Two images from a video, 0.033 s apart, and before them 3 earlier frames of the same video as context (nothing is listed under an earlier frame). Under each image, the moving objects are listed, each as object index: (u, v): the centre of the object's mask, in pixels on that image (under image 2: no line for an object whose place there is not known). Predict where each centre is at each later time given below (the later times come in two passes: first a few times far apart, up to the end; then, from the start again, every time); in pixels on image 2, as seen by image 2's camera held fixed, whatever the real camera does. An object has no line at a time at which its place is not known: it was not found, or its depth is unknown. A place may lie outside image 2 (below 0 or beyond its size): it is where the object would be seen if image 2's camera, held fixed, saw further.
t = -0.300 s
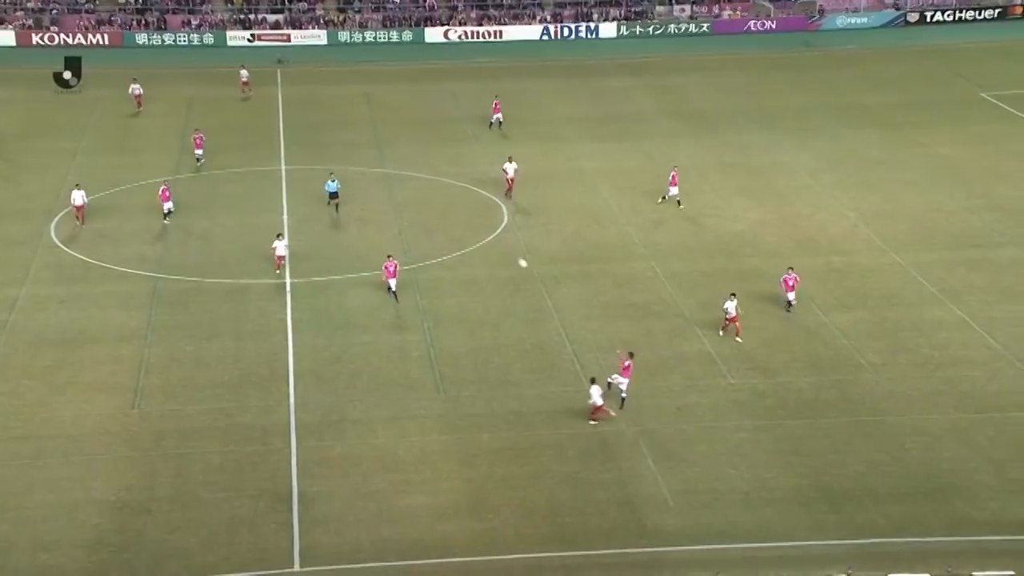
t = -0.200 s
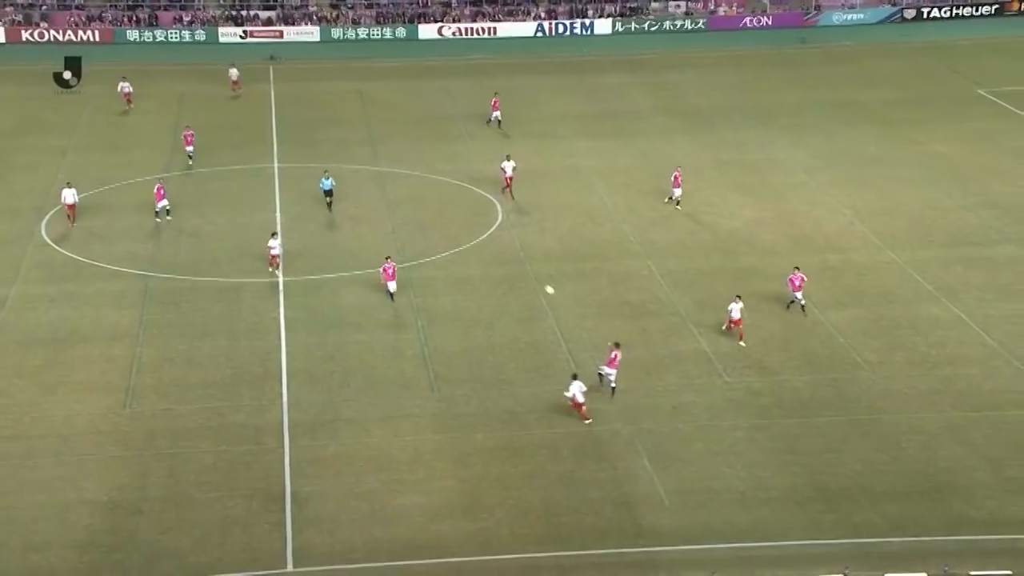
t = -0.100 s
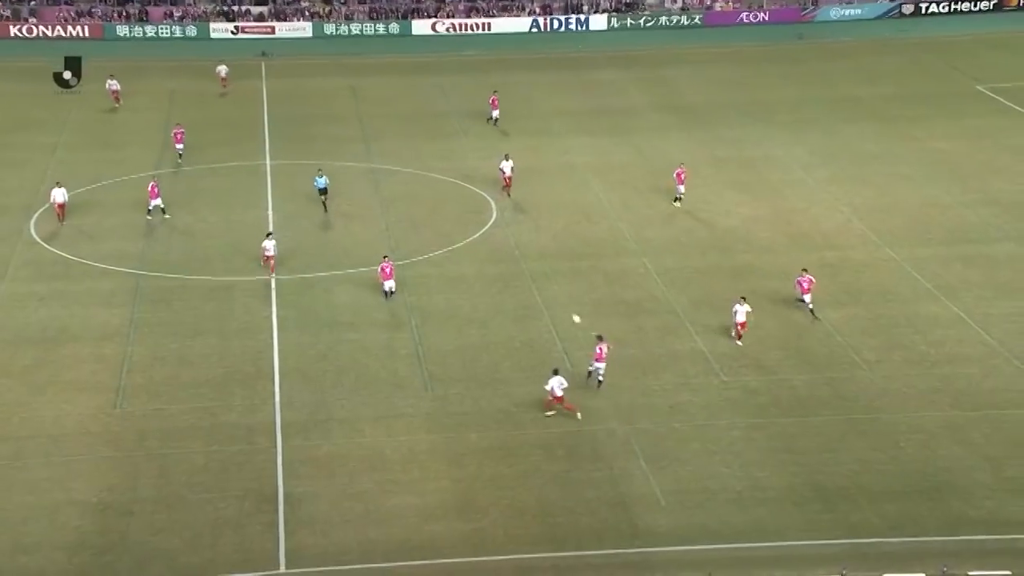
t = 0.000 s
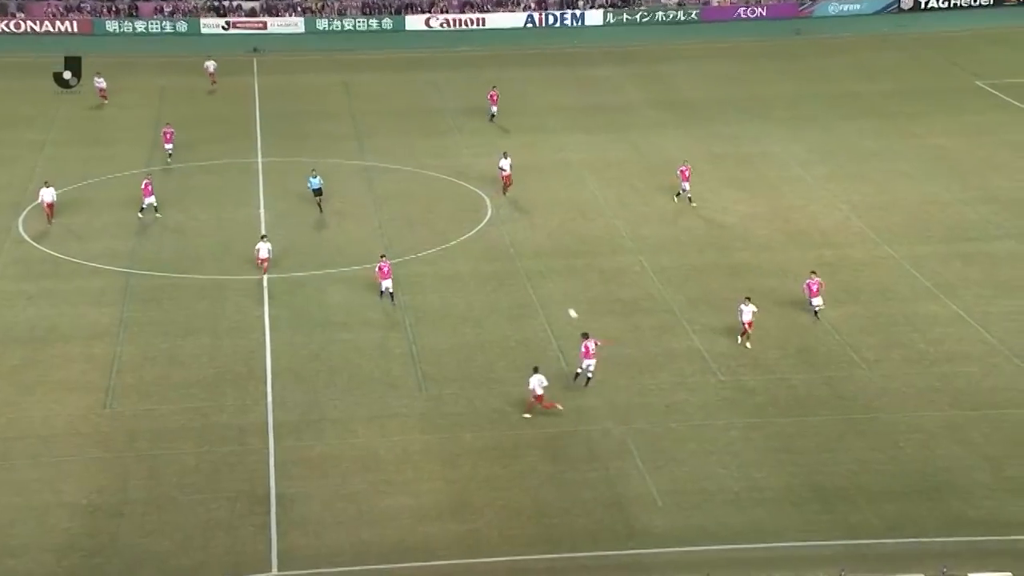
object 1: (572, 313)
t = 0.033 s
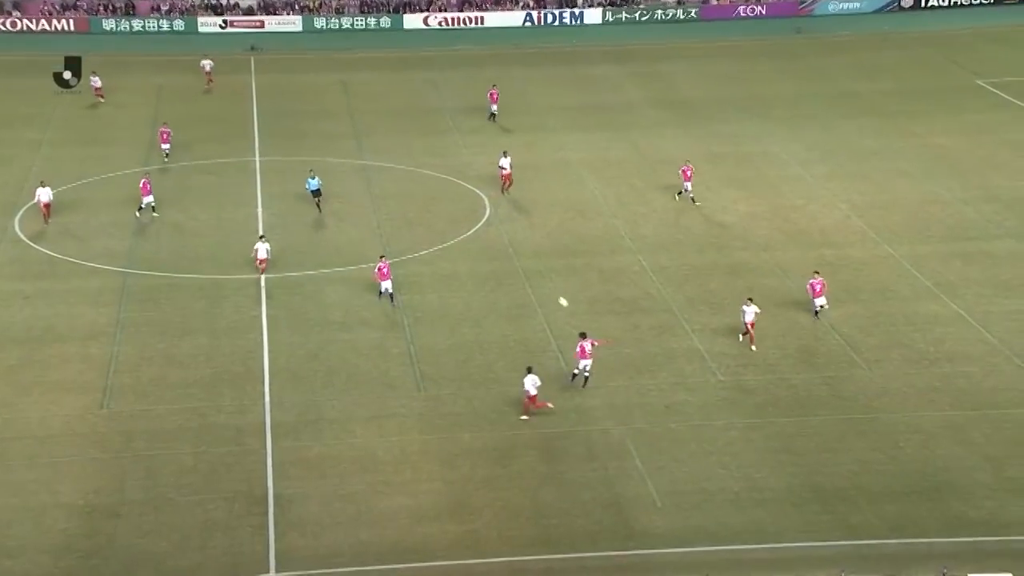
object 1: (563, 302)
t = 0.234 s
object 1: (510, 239)
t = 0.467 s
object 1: (452, 181)
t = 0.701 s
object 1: (397, 140)
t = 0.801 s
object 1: (373, 127)
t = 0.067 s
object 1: (553, 290)
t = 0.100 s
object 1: (545, 279)
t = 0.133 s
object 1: (536, 269)
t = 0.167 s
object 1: (527, 258)
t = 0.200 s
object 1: (519, 248)
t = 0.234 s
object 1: (510, 239)
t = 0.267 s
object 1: (502, 229)
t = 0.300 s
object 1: (494, 220)
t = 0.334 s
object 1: (486, 211)
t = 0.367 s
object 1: (478, 203)
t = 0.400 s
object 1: (469, 195)
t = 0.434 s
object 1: (461, 187)
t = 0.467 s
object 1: (452, 181)
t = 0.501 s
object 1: (444, 174)
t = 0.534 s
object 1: (436, 167)
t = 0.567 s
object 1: (428, 161)
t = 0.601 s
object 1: (421, 155)
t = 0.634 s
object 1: (412, 150)
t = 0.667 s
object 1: (404, 144)
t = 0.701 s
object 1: (397, 140)
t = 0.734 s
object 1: (389, 135)
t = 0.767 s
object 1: (380, 131)
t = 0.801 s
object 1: (373, 127)
